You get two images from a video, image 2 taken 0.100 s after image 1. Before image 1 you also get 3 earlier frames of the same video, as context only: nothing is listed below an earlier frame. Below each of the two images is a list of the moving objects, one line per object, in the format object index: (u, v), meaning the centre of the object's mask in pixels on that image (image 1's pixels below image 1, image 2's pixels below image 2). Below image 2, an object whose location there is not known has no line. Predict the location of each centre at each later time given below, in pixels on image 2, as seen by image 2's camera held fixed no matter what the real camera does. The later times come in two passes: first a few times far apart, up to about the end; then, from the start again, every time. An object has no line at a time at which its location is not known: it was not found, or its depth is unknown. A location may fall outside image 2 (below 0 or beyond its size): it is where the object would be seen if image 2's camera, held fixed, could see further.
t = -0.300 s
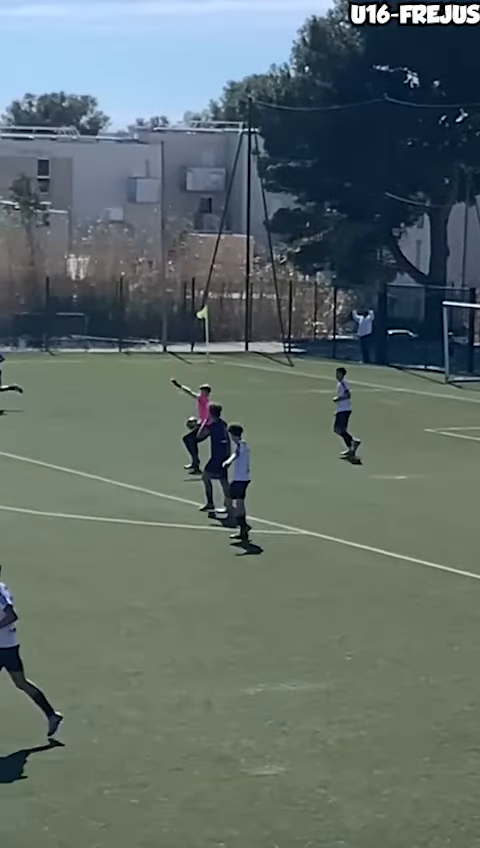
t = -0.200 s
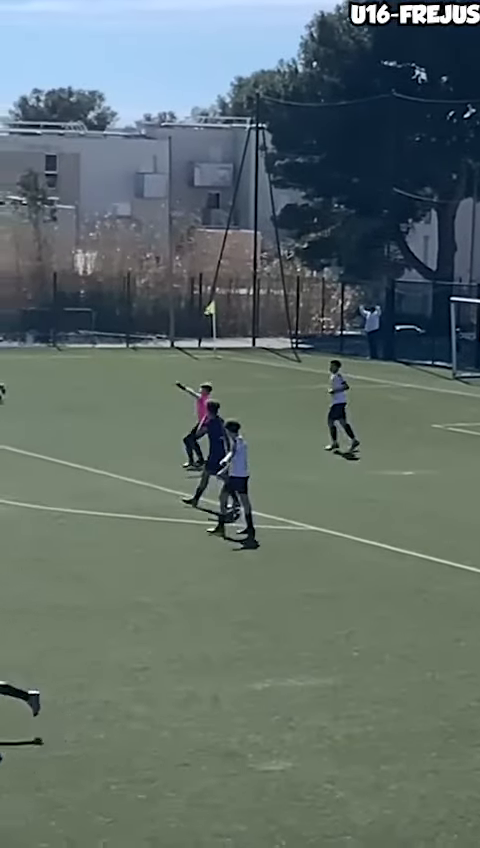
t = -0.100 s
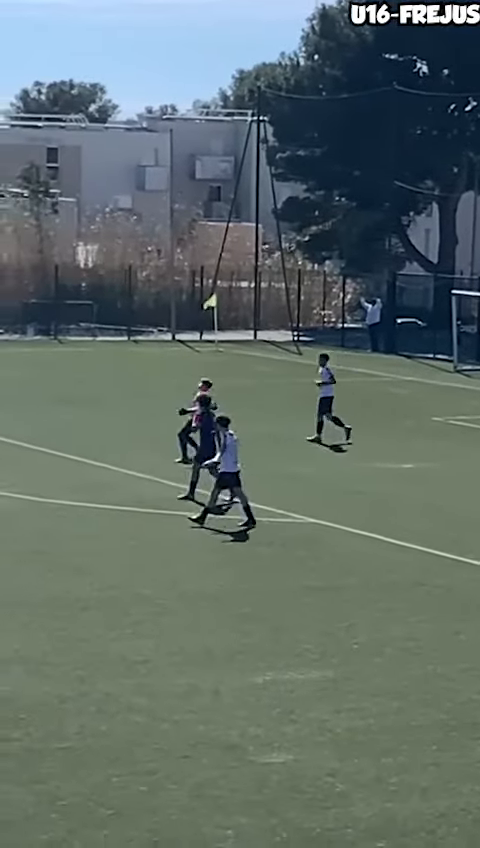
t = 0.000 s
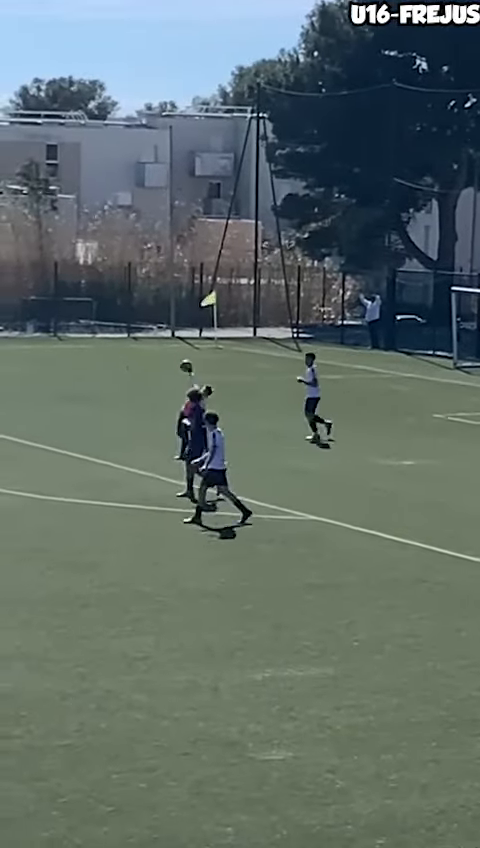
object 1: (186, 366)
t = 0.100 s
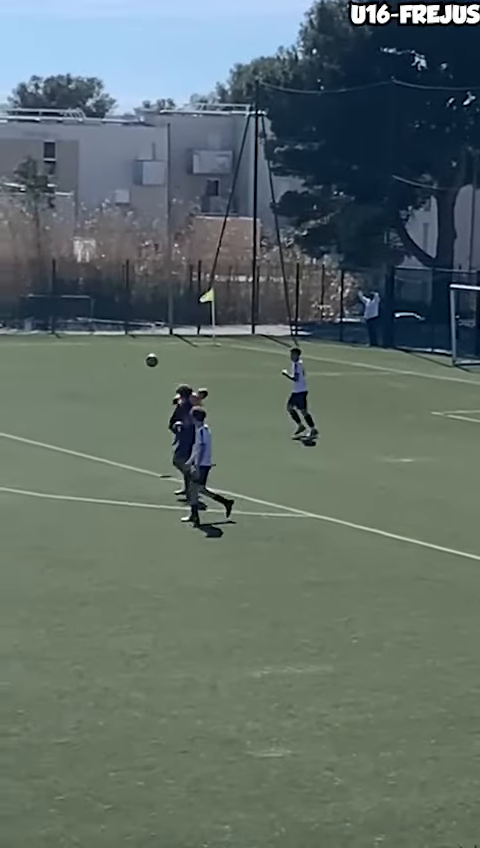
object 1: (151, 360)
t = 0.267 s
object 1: (95, 374)
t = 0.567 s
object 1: (-20, 428)
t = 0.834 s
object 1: (-145, 517)
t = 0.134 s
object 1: (141, 362)
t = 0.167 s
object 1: (130, 364)
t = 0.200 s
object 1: (119, 368)
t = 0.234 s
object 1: (107, 371)
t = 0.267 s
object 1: (95, 374)
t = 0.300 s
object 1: (84, 378)
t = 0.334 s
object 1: (72, 382)
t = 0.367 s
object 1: (59, 387)
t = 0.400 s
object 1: (46, 393)
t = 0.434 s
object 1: (34, 399)
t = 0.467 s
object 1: (21, 405)
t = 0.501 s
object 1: (7, 412)
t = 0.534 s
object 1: (-5, 419)
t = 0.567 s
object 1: (-20, 428)
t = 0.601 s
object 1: (-34, 436)
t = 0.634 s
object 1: (-49, 446)
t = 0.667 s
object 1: (-64, 456)
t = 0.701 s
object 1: (-79, 467)
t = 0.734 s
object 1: (-95, 478)
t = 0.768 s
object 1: (-111, 490)
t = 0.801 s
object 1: (-128, 503)
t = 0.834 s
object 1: (-145, 517)
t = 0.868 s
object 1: (-163, 532)
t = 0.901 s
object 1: (-181, 547)
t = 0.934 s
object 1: (-199, 563)
